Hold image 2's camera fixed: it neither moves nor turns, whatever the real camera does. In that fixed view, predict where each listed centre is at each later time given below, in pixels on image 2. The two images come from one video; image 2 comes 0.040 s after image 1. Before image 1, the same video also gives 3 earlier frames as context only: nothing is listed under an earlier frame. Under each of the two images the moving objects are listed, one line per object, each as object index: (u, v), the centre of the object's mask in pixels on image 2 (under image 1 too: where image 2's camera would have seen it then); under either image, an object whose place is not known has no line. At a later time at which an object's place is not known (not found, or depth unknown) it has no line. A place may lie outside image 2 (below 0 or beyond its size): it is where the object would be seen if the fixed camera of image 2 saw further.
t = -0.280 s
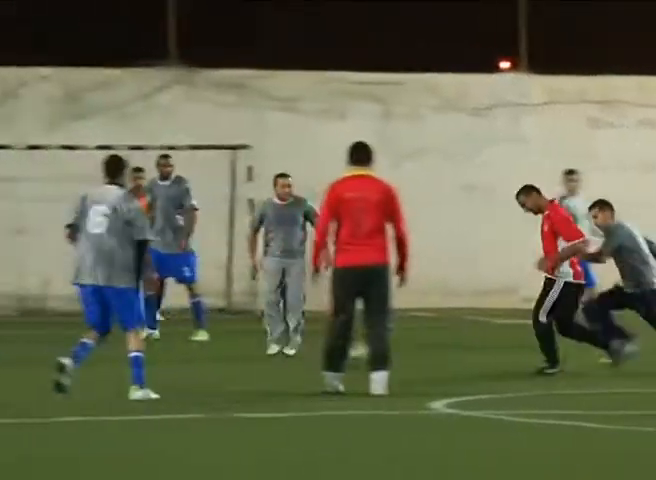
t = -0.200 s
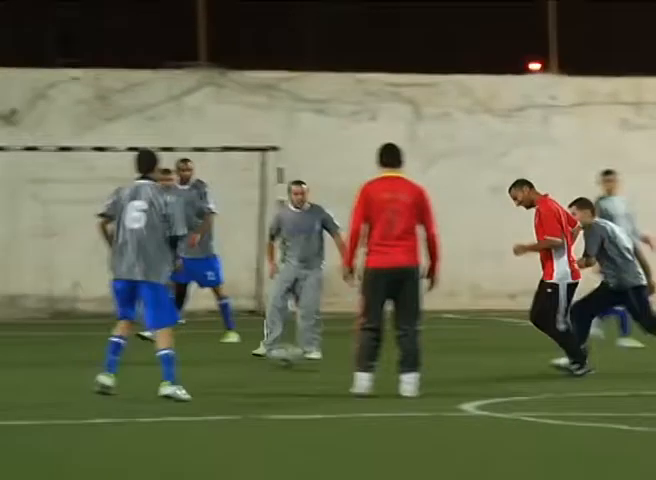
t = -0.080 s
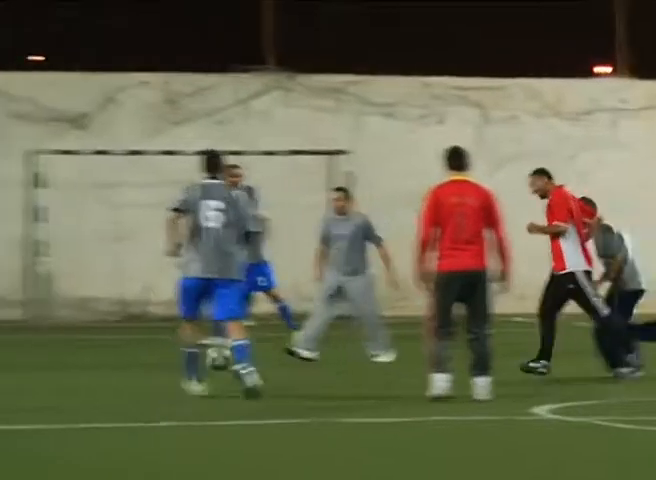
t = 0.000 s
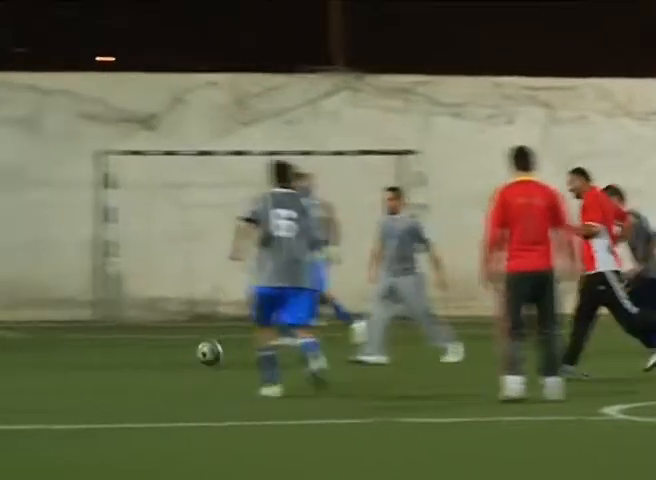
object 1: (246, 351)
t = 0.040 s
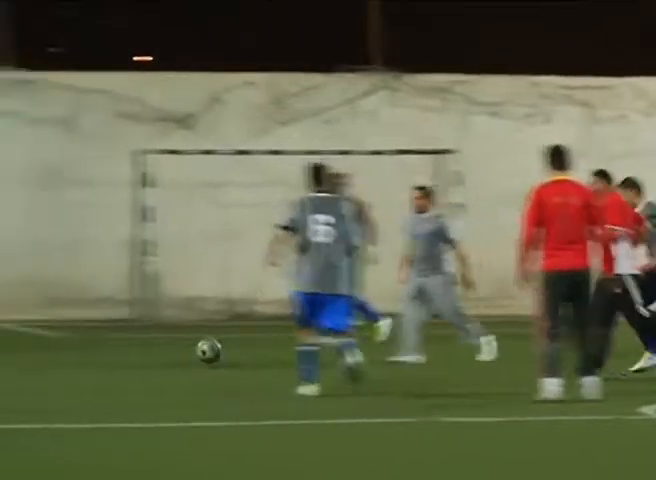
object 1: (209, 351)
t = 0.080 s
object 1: (174, 352)
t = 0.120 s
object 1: (140, 354)
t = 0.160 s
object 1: (109, 352)
